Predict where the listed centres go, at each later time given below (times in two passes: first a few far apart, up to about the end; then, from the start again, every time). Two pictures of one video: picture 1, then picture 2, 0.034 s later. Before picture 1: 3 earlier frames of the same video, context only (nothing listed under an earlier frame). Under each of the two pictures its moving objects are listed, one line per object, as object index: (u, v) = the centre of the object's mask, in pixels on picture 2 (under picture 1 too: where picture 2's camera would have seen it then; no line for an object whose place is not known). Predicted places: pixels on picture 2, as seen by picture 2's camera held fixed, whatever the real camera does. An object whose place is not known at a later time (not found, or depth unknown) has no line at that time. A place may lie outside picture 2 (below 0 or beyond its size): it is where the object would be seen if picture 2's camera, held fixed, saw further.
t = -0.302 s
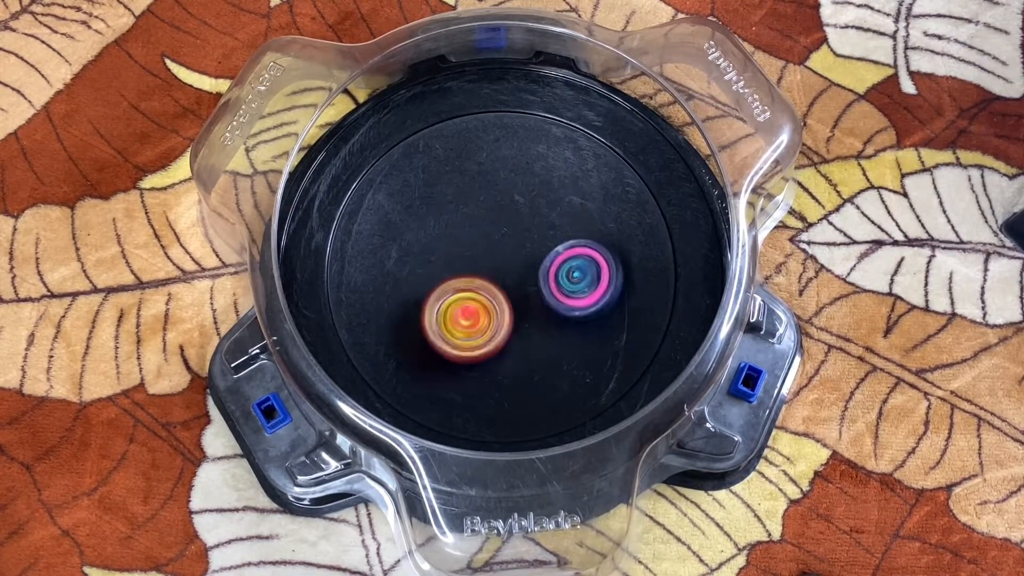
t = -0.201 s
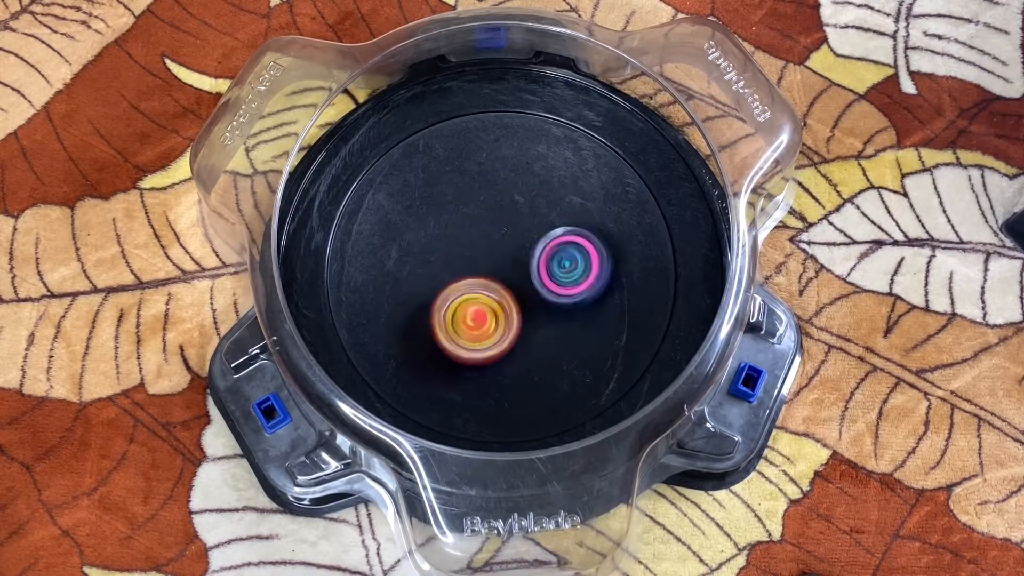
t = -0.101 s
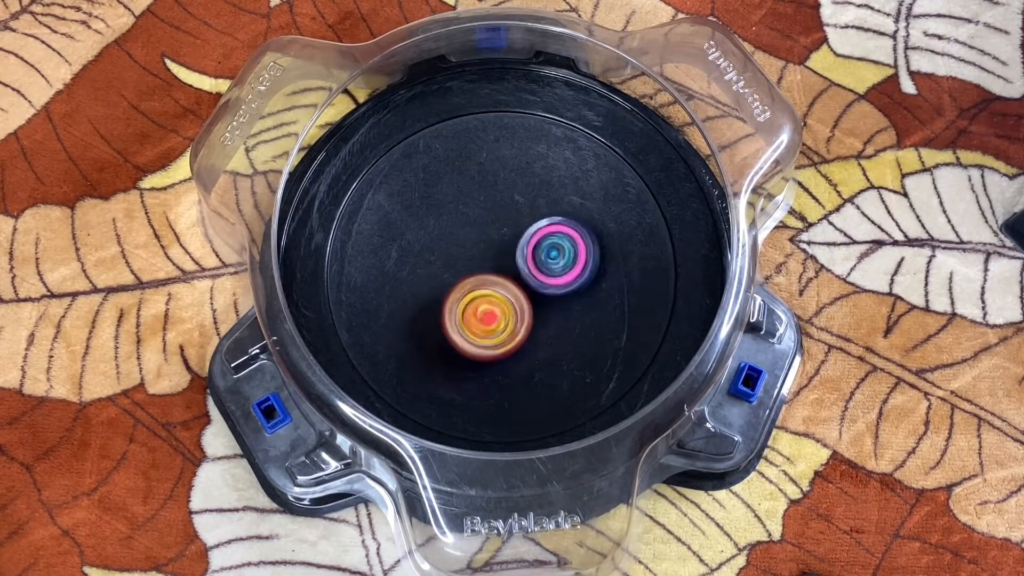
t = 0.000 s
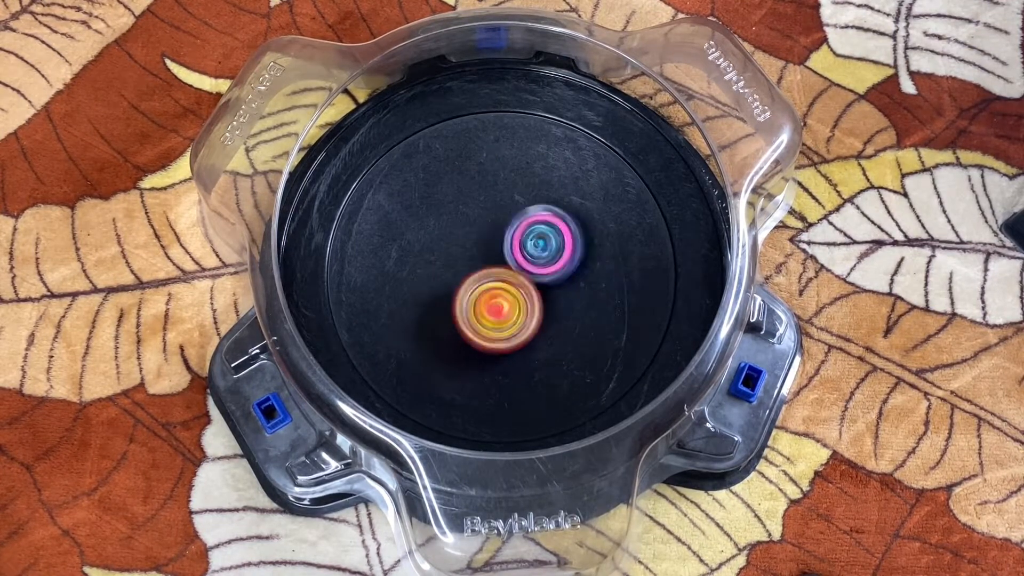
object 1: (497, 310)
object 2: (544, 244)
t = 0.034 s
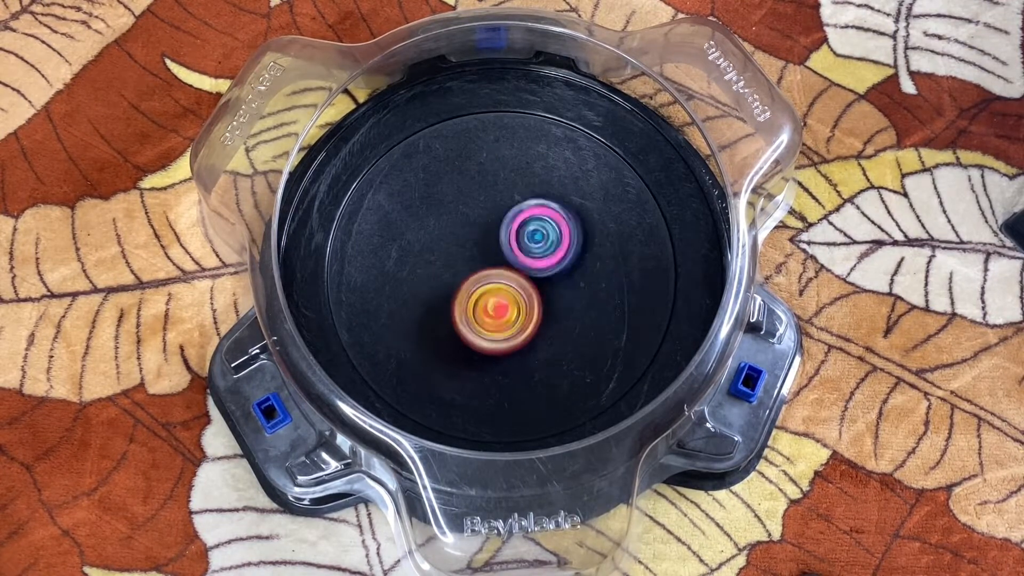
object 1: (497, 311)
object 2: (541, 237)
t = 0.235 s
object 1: (507, 309)
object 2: (509, 223)
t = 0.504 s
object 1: (534, 315)
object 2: (457, 208)
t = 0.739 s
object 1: (558, 313)
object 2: (444, 233)
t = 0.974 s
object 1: (552, 289)
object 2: (462, 273)
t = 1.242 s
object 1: (582, 261)
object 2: (465, 286)
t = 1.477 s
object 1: (568, 232)
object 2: (492, 290)
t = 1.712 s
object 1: (546, 200)
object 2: (500, 295)
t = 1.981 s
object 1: (501, 200)
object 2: (516, 287)
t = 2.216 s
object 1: (466, 213)
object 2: (526, 284)
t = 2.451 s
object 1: (447, 250)
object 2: (531, 277)
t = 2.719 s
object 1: (440, 288)
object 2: (541, 273)
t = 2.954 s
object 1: (464, 308)
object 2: (538, 265)
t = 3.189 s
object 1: (487, 321)
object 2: (536, 252)
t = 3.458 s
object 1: (517, 321)
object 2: (527, 238)
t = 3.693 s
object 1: (535, 312)
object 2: (510, 233)
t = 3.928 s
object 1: (547, 301)
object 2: (490, 237)
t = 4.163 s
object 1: (555, 291)
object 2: (472, 249)
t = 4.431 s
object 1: (552, 279)
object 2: (464, 272)
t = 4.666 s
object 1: (564, 264)
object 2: (460, 289)
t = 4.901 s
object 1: (562, 245)
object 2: (465, 301)
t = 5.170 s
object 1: (574, 206)
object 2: (439, 316)
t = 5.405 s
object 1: (549, 208)
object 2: (451, 306)
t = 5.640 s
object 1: (529, 213)
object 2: (455, 294)
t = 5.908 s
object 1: (524, 208)
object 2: (453, 280)
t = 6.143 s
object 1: (526, 218)
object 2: (456, 273)
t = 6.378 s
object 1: (542, 228)
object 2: (464, 272)
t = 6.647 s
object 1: (565, 257)
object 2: (475, 269)
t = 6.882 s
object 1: (575, 282)
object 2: (479, 264)
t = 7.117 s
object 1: (557, 303)
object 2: (480, 257)
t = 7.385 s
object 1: (538, 318)
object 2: (474, 250)
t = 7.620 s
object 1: (514, 323)
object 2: (472, 247)
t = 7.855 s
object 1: (511, 327)
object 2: (477, 242)
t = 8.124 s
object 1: (523, 320)
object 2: (484, 231)
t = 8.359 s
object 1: (539, 314)
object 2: (491, 226)
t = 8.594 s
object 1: (543, 298)
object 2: (496, 230)
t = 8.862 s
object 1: (556, 305)
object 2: (496, 232)
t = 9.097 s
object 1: (547, 311)
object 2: (494, 240)
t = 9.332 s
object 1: (534, 320)
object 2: (499, 243)
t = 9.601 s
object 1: (516, 329)
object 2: (496, 237)
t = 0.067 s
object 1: (498, 312)
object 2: (537, 231)
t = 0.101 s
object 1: (499, 313)
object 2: (532, 229)
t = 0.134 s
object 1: (501, 313)
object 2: (527, 227)
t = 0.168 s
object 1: (503, 312)
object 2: (520, 224)
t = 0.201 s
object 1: (505, 311)
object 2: (515, 223)
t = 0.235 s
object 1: (507, 309)
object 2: (509, 223)
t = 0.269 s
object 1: (509, 307)
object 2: (503, 222)
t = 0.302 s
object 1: (511, 304)
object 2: (497, 222)
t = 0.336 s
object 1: (512, 301)
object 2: (492, 222)
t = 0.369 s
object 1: (514, 298)
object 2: (487, 223)
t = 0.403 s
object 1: (515, 300)
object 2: (482, 223)
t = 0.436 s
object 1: (524, 308)
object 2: (473, 215)
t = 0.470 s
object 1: (529, 313)
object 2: (464, 210)
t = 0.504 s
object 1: (534, 315)
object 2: (457, 208)
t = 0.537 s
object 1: (539, 317)
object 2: (454, 210)
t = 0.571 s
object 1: (542, 317)
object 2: (451, 213)
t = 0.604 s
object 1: (547, 317)
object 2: (449, 216)
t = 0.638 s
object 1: (550, 316)
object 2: (447, 220)
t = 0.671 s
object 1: (553, 316)
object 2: (445, 224)
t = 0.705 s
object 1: (556, 315)
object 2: (445, 229)
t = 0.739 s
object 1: (558, 313)
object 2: (444, 233)
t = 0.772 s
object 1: (559, 311)
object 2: (445, 238)
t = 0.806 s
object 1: (560, 309)
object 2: (445, 243)
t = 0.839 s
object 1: (559, 303)
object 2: (449, 253)
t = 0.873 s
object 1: (558, 299)
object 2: (451, 259)
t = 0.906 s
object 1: (557, 296)
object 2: (454, 264)
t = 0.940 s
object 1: (554, 293)
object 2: (458, 268)
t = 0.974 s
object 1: (552, 289)
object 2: (462, 273)
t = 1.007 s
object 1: (551, 286)
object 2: (464, 277)
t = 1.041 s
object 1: (563, 285)
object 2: (456, 277)
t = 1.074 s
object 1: (570, 283)
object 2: (449, 279)
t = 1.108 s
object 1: (574, 278)
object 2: (449, 280)
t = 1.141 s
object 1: (577, 274)
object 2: (453, 282)
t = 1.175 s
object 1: (580, 270)
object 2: (456, 284)
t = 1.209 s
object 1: (582, 265)
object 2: (460, 286)
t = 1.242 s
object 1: (582, 261)
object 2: (465, 286)
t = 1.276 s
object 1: (582, 256)
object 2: (468, 288)
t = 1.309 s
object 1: (581, 251)
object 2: (473, 288)
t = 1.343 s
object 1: (579, 248)
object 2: (478, 288)
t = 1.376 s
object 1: (577, 244)
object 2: (482, 288)
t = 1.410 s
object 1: (572, 240)
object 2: (486, 288)
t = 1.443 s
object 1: (568, 238)
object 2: (492, 287)
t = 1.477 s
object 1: (568, 232)
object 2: (492, 290)
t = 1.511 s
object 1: (570, 222)
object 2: (488, 296)
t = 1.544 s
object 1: (568, 218)
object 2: (489, 299)
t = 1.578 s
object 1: (565, 212)
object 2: (491, 299)
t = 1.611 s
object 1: (559, 208)
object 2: (492, 297)
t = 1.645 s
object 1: (557, 205)
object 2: (495, 297)
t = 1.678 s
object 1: (552, 201)
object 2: (497, 296)
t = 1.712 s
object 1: (546, 200)
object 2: (500, 295)
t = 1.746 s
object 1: (542, 198)
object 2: (502, 295)
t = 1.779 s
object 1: (536, 197)
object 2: (504, 292)
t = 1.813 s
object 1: (530, 198)
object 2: (506, 291)
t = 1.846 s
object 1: (525, 198)
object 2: (508, 290)
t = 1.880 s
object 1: (518, 200)
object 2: (510, 287)
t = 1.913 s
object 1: (514, 200)
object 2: (513, 287)
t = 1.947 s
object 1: (508, 200)
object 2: (514, 287)
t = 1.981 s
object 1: (501, 200)
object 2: (516, 287)
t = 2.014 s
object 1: (497, 200)
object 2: (519, 287)
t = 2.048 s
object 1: (490, 200)
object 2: (520, 286)
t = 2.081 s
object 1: (485, 202)
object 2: (522, 286)
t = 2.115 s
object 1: (479, 204)
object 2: (522, 286)
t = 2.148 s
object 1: (474, 205)
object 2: (524, 285)
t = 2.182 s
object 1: (470, 209)
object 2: (525, 285)
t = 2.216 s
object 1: (466, 213)
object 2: (526, 284)
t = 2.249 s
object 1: (462, 217)
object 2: (527, 283)
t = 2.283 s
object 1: (459, 222)
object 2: (527, 282)
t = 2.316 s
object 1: (456, 227)
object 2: (529, 280)
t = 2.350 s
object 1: (453, 233)
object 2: (529, 280)
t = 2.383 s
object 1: (451, 238)
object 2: (530, 279)
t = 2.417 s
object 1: (449, 243)
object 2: (531, 278)
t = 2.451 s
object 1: (447, 250)
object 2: (531, 277)
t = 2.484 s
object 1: (445, 255)
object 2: (533, 276)
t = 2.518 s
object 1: (442, 258)
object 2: (537, 276)
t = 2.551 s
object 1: (439, 265)
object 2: (537, 276)
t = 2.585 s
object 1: (438, 269)
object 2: (539, 275)
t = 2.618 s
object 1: (436, 274)
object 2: (540, 275)
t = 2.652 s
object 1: (438, 279)
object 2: (541, 274)
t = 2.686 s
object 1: (437, 283)
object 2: (542, 273)
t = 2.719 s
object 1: (440, 288)
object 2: (541, 273)
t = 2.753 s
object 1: (442, 292)
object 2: (542, 272)
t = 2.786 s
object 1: (444, 296)
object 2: (542, 271)
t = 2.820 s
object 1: (448, 299)
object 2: (541, 270)
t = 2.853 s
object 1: (451, 302)
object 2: (540, 270)
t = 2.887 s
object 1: (456, 304)
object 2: (539, 268)
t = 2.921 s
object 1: (461, 306)
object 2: (538, 267)
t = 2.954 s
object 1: (464, 308)
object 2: (538, 265)
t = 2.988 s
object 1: (467, 310)
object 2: (537, 263)
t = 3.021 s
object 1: (469, 313)
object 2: (537, 260)
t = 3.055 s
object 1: (473, 315)
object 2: (537, 259)
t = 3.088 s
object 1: (476, 318)
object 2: (538, 257)
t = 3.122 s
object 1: (480, 319)
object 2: (537, 255)
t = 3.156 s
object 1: (483, 320)
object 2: (536, 253)
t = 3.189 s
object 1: (487, 321)
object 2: (536, 252)
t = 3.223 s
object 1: (492, 321)
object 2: (535, 251)
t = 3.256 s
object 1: (496, 321)
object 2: (534, 249)
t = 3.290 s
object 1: (499, 322)
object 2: (533, 246)
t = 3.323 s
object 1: (503, 321)
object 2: (532, 244)
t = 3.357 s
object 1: (506, 321)
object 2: (531, 243)
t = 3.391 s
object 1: (511, 320)
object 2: (530, 241)
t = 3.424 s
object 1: (513, 321)
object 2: (528, 239)
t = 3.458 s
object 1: (517, 321)
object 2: (527, 238)
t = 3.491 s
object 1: (519, 320)
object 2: (525, 237)
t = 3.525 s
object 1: (523, 319)
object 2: (523, 236)
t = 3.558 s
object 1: (525, 318)
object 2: (521, 235)
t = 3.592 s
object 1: (528, 315)
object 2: (519, 235)
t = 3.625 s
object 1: (530, 315)
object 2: (516, 234)
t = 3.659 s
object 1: (532, 314)
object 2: (512, 232)
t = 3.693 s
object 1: (535, 312)
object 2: (510, 233)
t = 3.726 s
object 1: (537, 311)
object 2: (507, 232)
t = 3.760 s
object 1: (540, 308)
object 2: (505, 233)
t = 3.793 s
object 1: (541, 306)
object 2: (502, 234)
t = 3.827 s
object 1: (543, 303)
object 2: (500, 234)
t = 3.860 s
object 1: (544, 304)
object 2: (496, 234)
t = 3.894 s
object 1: (544, 302)
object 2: (492, 236)
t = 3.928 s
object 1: (547, 301)
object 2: (490, 237)
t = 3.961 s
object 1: (546, 298)
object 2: (487, 238)
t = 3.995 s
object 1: (548, 297)
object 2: (485, 240)
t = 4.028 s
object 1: (547, 294)
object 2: (482, 242)
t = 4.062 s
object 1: (548, 293)
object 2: (480, 244)
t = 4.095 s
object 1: (551, 293)
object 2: (476, 245)
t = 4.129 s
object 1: (551, 292)
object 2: (473, 248)
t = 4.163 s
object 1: (555, 291)
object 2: (472, 249)
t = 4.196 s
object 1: (555, 290)
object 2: (469, 252)
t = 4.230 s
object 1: (557, 289)
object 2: (468, 254)
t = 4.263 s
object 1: (556, 287)
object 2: (467, 257)
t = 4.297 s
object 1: (556, 286)
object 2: (465, 260)
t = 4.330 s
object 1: (554, 284)
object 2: (465, 263)
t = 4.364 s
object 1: (553, 282)
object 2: (466, 266)
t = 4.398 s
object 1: (552, 280)
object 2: (465, 269)
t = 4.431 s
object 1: (552, 279)
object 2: (464, 272)
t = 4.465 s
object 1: (557, 279)
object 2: (459, 274)
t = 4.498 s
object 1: (558, 276)
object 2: (458, 277)
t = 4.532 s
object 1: (561, 274)
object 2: (458, 279)
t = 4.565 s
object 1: (561, 272)
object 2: (458, 282)
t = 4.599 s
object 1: (563, 269)
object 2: (458, 284)
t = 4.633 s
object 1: (562, 267)
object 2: (459, 287)
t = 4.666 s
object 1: (564, 264)
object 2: (460, 289)
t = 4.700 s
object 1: (561, 262)
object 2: (462, 290)
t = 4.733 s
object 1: (561, 259)
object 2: (464, 292)
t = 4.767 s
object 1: (558, 257)
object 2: (466, 293)
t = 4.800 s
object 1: (557, 255)
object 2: (469, 294)
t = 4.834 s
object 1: (554, 255)
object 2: (471, 294)
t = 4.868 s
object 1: (552, 253)
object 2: (473, 294)
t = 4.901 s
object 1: (562, 245)
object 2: (465, 301)
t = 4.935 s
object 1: (573, 237)
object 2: (450, 309)
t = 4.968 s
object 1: (578, 231)
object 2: (444, 313)
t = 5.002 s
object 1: (578, 226)
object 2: (441, 315)
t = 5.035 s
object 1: (578, 219)
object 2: (440, 315)
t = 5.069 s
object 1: (579, 216)
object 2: (439, 316)
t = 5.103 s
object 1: (577, 211)
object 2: (438, 317)
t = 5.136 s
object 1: (578, 208)
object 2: (438, 317)
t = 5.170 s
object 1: (574, 206)
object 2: (439, 316)
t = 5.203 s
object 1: (573, 204)
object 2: (439, 316)
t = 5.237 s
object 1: (569, 203)
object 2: (441, 315)
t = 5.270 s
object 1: (567, 202)
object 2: (442, 314)
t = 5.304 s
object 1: (563, 203)
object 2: (445, 312)
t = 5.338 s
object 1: (559, 204)
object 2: (446, 311)
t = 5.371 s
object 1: (553, 206)
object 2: (449, 308)
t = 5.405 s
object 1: (549, 208)
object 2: (451, 306)
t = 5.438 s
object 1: (542, 211)
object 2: (454, 302)
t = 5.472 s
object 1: (536, 214)
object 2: (456, 300)
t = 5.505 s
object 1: (530, 217)
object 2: (458, 295)
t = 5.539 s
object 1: (524, 221)
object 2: (461, 292)
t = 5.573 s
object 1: (526, 220)
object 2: (458, 294)
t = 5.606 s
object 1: (528, 215)
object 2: (456, 296)
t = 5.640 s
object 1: (529, 213)
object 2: (455, 294)
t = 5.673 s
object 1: (527, 209)
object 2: (454, 292)
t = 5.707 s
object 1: (528, 207)
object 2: (452, 291)
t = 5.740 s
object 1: (528, 207)
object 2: (452, 290)
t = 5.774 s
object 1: (526, 205)
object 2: (451, 288)
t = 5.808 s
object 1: (527, 204)
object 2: (452, 287)
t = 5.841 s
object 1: (525, 205)
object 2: (452, 284)
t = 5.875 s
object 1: (525, 205)
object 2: (452, 283)
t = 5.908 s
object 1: (524, 208)
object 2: (453, 280)
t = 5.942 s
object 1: (522, 210)
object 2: (454, 278)
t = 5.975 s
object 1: (521, 212)
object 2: (454, 275)
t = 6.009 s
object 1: (521, 214)
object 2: (455, 275)
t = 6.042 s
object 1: (524, 215)
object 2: (455, 275)
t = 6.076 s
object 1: (524, 215)
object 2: (456, 274)
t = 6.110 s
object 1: (525, 216)
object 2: (456, 272)
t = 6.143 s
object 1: (526, 218)
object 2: (456, 273)
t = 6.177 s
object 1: (530, 219)
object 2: (457, 274)
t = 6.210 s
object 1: (531, 221)
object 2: (458, 273)
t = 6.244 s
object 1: (535, 221)
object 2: (458, 273)
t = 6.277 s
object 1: (537, 223)
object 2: (459, 273)
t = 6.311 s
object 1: (538, 223)
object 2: (461, 272)
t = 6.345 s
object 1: (540, 226)
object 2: (462, 272)
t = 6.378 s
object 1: (542, 228)
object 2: (464, 272)
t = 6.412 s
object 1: (547, 232)
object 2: (464, 272)
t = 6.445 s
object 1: (551, 235)
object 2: (465, 273)
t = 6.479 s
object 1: (553, 237)
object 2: (468, 272)
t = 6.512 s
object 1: (556, 239)
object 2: (469, 270)
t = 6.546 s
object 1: (558, 245)
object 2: (471, 270)
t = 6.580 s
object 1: (559, 247)
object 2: (472, 270)
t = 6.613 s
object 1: (563, 252)
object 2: (474, 270)
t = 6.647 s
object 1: (565, 257)
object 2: (475, 269)
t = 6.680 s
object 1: (570, 261)
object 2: (473, 268)
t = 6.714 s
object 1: (572, 265)
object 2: (475, 269)
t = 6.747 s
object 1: (575, 267)
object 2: (476, 267)
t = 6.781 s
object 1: (577, 271)
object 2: (475, 266)
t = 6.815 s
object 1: (576, 275)
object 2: (477, 266)
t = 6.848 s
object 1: (577, 277)
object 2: (478, 264)
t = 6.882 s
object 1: (575, 282)
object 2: (479, 264)
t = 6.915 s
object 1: (573, 284)
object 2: (480, 263)
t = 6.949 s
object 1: (571, 287)
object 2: (480, 263)
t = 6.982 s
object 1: (566, 290)
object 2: (481, 262)
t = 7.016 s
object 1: (563, 294)
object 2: (481, 261)
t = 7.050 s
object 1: (562, 299)
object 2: (479, 260)
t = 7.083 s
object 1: (559, 302)
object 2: (479, 260)
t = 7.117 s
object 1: (557, 303)
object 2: (480, 257)
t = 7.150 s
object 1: (555, 305)
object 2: (478, 256)
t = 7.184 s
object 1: (550, 307)
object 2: (477, 257)
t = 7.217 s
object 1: (550, 310)
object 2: (477, 254)
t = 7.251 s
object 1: (547, 313)
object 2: (475, 252)
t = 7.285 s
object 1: (546, 315)
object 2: (474, 252)
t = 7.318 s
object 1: (544, 318)
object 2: (474, 252)
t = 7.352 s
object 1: (540, 318)
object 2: (474, 250)
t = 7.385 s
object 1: (538, 318)
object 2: (474, 250)
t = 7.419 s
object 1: (535, 319)
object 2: (474, 250)
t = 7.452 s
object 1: (530, 318)
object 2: (474, 250)
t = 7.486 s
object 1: (526, 317)
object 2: (474, 250)
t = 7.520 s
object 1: (522, 318)
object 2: (474, 249)
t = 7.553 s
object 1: (519, 319)
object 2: (473, 249)
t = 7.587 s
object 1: (515, 321)
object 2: (472, 248)
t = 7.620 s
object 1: (514, 323)
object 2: (472, 247)
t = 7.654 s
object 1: (513, 325)
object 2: (472, 247)
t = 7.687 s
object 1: (512, 327)
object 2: (473, 245)
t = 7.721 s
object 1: (514, 328)
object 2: (473, 243)
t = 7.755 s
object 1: (513, 329)
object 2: (473, 243)
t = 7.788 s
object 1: (511, 327)
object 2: (474, 243)
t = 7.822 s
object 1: (513, 327)
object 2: (476, 242)
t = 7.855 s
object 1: (511, 327)
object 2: (477, 242)
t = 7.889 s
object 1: (512, 323)
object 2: (477, 242)
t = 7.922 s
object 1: (513, 322)
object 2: (480, 242)
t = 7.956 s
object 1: (512, 318)
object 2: (482, 241)
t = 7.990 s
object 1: (514, 316)
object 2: (482, 240)
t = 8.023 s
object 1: (515, 317)
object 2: (482, 239)
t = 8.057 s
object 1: (515, 320)
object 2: (482, 235)
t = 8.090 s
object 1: (518, 319)
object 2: (483, 233)
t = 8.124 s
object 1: (523, 320)
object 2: (484, 231)
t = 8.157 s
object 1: (526, 323)
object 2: (484, 230)
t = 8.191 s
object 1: (526, 321)
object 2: (486, 229)
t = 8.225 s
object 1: (532, 318)
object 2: (487, 227)
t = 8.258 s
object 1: (534, 320)
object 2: (487, 227)
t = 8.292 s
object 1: (533, 317)
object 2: (489, 227)
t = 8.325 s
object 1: (537, 314)
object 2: (490, 226)
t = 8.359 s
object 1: (539, 314)
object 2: (491, 226)
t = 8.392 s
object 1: (538, 310)
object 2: (492, 227)
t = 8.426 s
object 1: (540, 307)
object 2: (493, 227)
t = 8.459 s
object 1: (542, 306)
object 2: (495, 228)
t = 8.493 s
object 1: (542, 301)
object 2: (496, 229)
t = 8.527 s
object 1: (543, 298)
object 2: (497, 229)
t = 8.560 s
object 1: (543, 298)
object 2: (497, 229)
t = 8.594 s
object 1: (543, 298)
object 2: (496, 230)
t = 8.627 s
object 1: (545, 298)
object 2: (496, 230)
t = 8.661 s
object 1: (546, 301)
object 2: (495, 230)
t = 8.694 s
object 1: (549, 301)
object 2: (496, 230)
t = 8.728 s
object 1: (552, 302)
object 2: (496, 230)
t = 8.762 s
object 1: (555, 304)
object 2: (496, 229)
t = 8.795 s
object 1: (553, 305)
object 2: (495, 229)
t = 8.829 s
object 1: (554, 304)
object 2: (495, 231)
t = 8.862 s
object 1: (556, 305)
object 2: (496, 232)
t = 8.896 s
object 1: (553, 305)
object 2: (497, 233)
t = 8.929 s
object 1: (550, 303)
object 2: (497, 233)
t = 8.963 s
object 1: (550, 302)
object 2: (496, 236)
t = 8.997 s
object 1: (548, 301)
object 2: (498, 238)
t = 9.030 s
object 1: (547, 309)
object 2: (496, 235)
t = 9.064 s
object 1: (546, 311)
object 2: (494, 237)
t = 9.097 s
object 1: (547, 311)
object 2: (494, 240)
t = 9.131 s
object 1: (549, 312)
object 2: (497, 242)
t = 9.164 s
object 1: (548, 315)
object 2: (499, 242)
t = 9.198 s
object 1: (544, 314)
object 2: (499, 241)
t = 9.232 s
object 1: (545, 312)
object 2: (498, 241)
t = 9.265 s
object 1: (543, 313)
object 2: (499, 244)
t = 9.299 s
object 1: (538, 320)
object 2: (499, 243)
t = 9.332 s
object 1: (534, 320)
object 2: (499, 243)
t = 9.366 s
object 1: (534, 321)
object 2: (500, 243)
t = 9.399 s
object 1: (533, 322)
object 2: (501, 243)
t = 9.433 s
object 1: (532, 323)
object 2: (503, 242)
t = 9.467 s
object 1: (527, 324)
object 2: (503, 240)
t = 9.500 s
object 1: (524, 322)
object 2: (501, 241)
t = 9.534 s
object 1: (524, 323)
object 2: (501, 240)
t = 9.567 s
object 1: (519, 330)
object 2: (498, 237)
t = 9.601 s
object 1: (516, 329)
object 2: (496, 237)
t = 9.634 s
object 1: (517, 328)
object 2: (494, 240)
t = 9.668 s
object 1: (519, 328)
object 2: (497, 241)
